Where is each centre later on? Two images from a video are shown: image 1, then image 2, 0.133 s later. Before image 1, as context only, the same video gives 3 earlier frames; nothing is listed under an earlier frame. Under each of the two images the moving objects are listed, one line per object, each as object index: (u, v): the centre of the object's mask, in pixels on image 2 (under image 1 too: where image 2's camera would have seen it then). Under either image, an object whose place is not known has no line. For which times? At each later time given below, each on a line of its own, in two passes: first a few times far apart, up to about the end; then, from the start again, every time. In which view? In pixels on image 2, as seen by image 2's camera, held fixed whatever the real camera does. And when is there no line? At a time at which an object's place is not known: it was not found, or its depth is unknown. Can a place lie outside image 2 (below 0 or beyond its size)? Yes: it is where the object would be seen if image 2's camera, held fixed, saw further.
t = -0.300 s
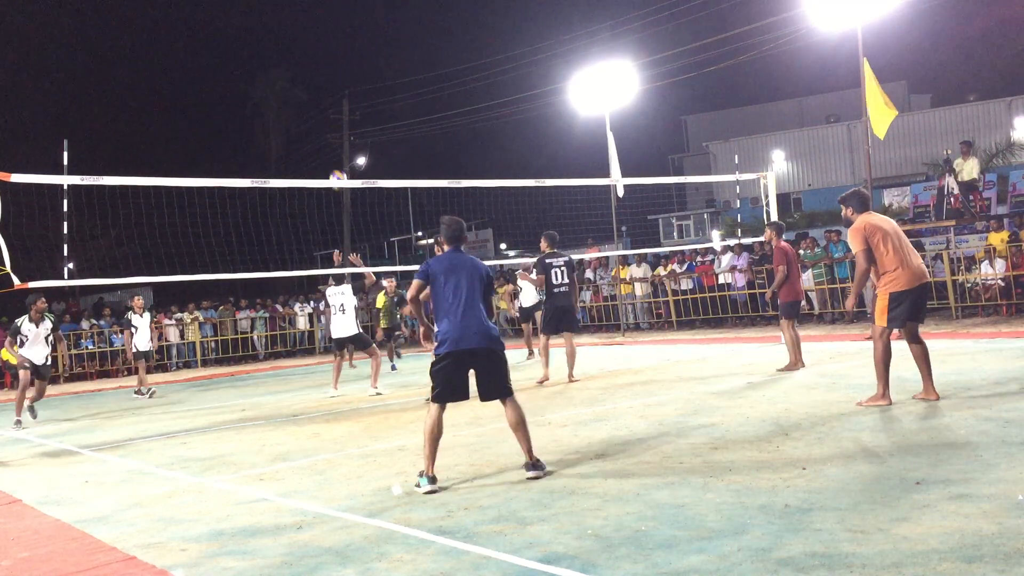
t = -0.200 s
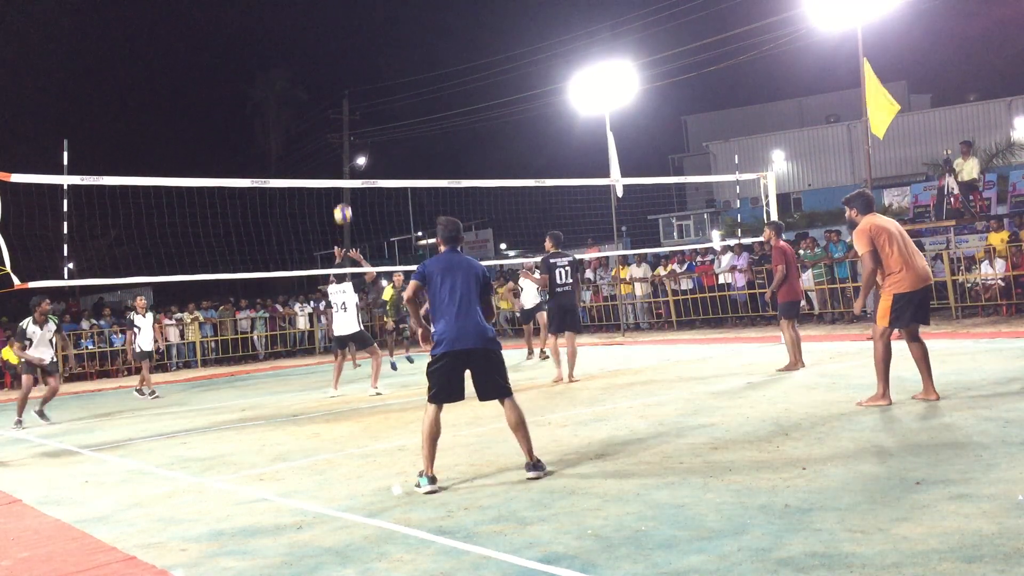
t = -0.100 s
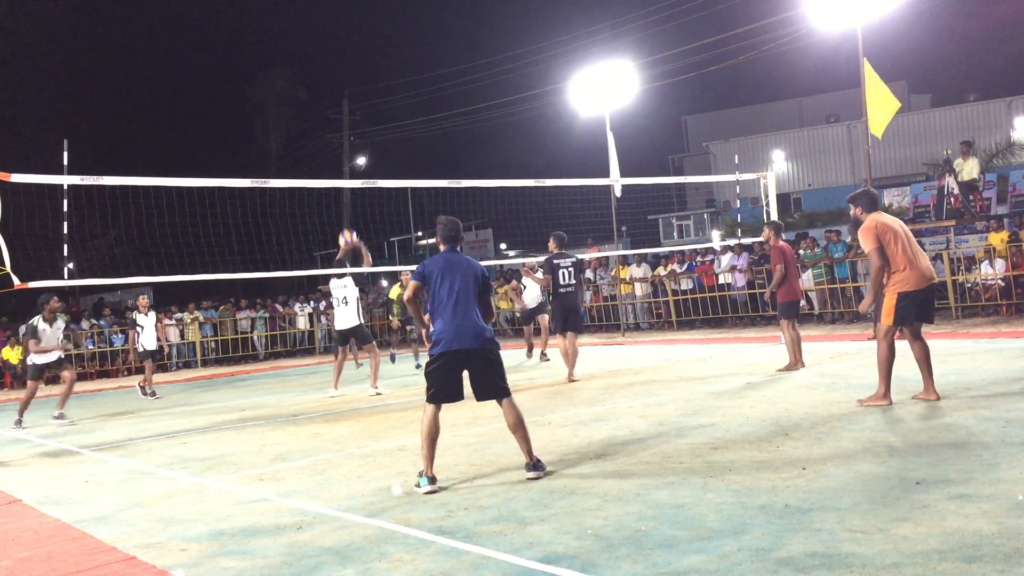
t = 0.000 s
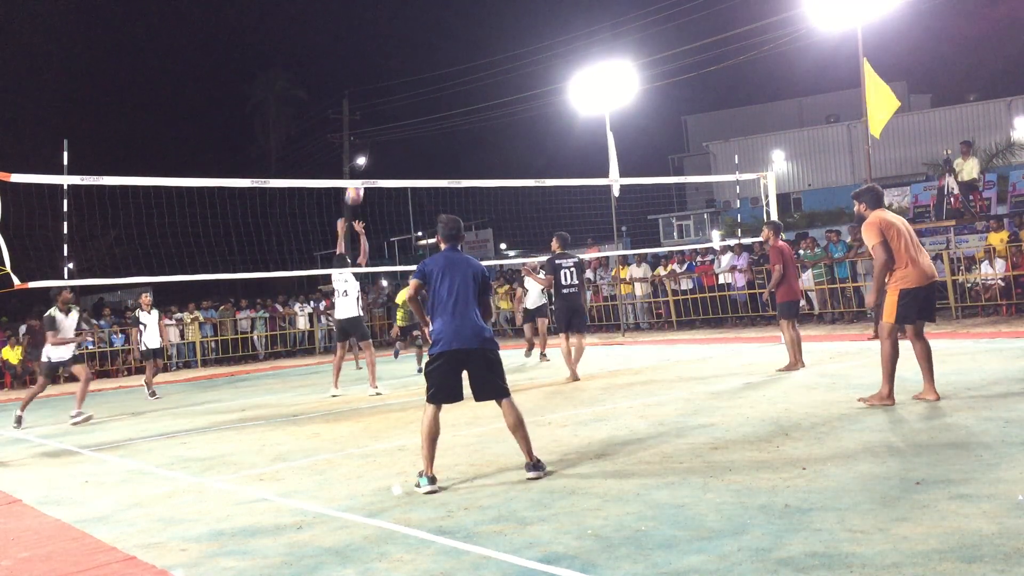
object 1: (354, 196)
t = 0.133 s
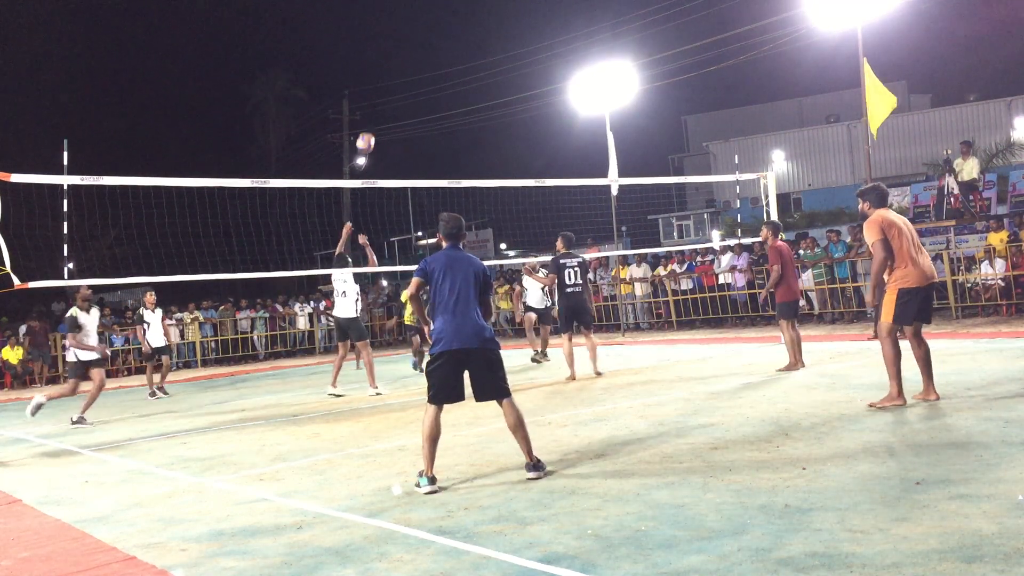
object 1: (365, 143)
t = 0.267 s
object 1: (377, 107)
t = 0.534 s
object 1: (402, 78)
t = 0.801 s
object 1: (432, 102)
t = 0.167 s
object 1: (368, 132)
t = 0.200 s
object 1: (371, 123)
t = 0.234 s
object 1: (374, 114)
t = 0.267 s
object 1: (377, 107)
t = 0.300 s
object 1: (380, 100)
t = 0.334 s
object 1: (383, 94)
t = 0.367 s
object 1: (386, 89)
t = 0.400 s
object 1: (389, 85)
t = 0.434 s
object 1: (392, 82)
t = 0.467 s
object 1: (396, 80)
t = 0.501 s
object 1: (399, 78)
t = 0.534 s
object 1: (402, 78)
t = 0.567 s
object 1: (406, 78)
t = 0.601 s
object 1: (409, 79)
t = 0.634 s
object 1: (413, 81)
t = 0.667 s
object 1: (417, 83)
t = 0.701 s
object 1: (421, 87)
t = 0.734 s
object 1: (424, 91)
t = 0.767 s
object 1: (428, 96)
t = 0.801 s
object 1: (432, 102)
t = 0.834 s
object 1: (436, 109)
